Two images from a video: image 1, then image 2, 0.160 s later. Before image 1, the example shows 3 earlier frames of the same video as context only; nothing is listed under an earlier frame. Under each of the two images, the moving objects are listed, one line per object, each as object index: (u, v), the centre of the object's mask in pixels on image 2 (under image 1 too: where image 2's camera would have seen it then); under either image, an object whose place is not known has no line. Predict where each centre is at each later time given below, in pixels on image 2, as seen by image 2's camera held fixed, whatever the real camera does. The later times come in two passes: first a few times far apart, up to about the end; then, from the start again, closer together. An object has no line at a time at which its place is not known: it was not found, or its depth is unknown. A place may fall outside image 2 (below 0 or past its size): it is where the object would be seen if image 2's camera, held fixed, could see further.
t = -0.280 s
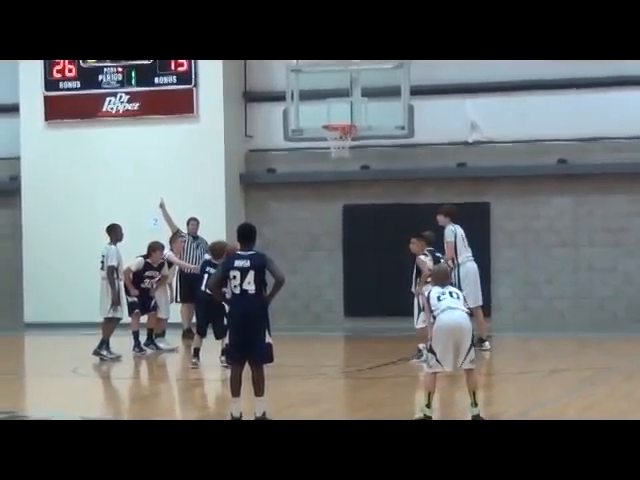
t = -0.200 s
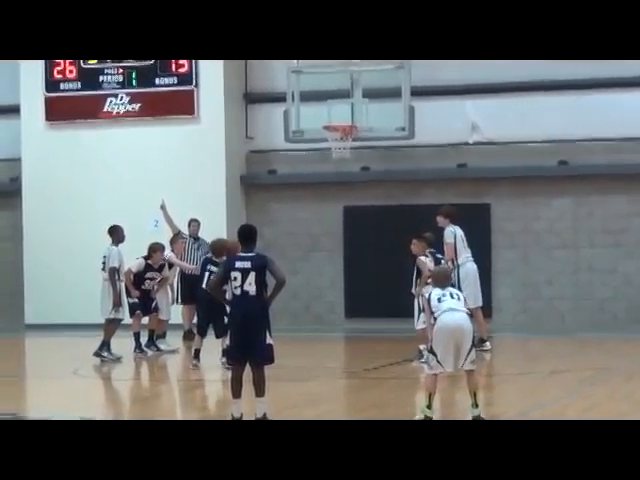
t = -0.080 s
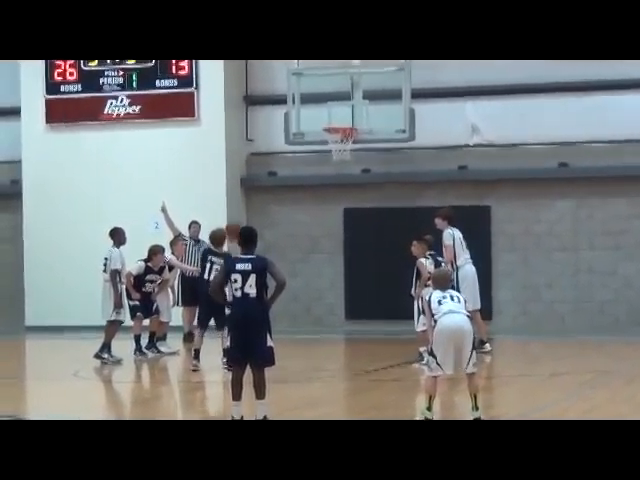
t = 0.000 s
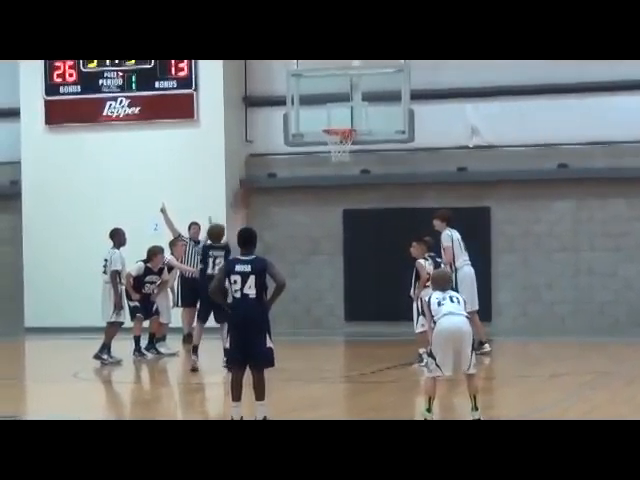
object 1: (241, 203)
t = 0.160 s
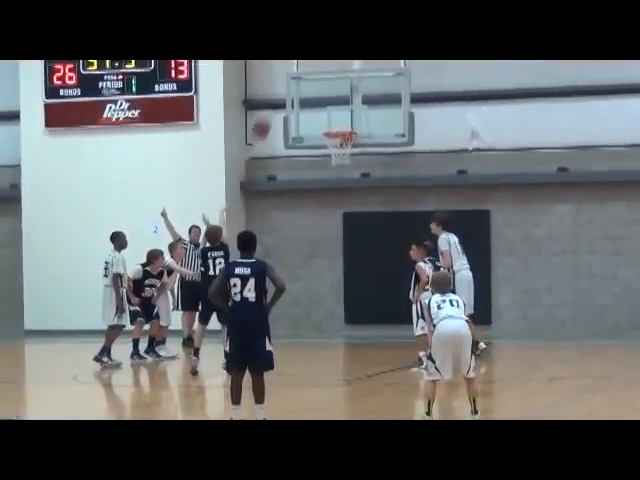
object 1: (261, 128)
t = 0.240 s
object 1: (270, 99)
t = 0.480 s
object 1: (298, 59)
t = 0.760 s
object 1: (329, 58)
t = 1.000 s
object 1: (354, 96)
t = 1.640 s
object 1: (347, 114)
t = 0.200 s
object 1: (265, 115)
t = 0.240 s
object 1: (270, 99)
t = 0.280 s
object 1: (275, 91)
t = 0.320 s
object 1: (280, 80)
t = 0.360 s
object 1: (284, 73)
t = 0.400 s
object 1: (289, 66)
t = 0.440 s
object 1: (293, 62)
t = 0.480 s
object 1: (298, 59)
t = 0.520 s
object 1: (304, 57)
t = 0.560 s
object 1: (307, 55)
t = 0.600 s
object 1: (311, 55)
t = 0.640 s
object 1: (316, 55)
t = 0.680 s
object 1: (321, 55)
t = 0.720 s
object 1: (326, 56)
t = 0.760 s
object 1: (329, 58)
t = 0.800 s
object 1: (333, 62)
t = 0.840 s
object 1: (338, 67)
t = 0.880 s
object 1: (341, 74)
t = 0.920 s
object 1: (346, 82)
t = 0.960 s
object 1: (350, 91)
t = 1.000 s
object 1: (354, 96)
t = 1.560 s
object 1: (348, 103)
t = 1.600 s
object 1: (347, 108)
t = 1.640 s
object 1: (347, 114)
